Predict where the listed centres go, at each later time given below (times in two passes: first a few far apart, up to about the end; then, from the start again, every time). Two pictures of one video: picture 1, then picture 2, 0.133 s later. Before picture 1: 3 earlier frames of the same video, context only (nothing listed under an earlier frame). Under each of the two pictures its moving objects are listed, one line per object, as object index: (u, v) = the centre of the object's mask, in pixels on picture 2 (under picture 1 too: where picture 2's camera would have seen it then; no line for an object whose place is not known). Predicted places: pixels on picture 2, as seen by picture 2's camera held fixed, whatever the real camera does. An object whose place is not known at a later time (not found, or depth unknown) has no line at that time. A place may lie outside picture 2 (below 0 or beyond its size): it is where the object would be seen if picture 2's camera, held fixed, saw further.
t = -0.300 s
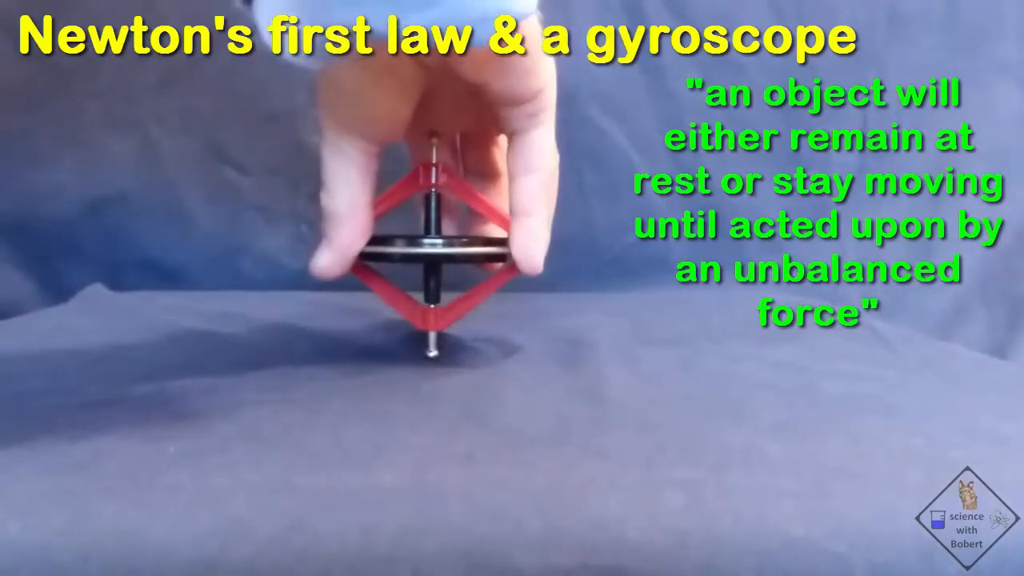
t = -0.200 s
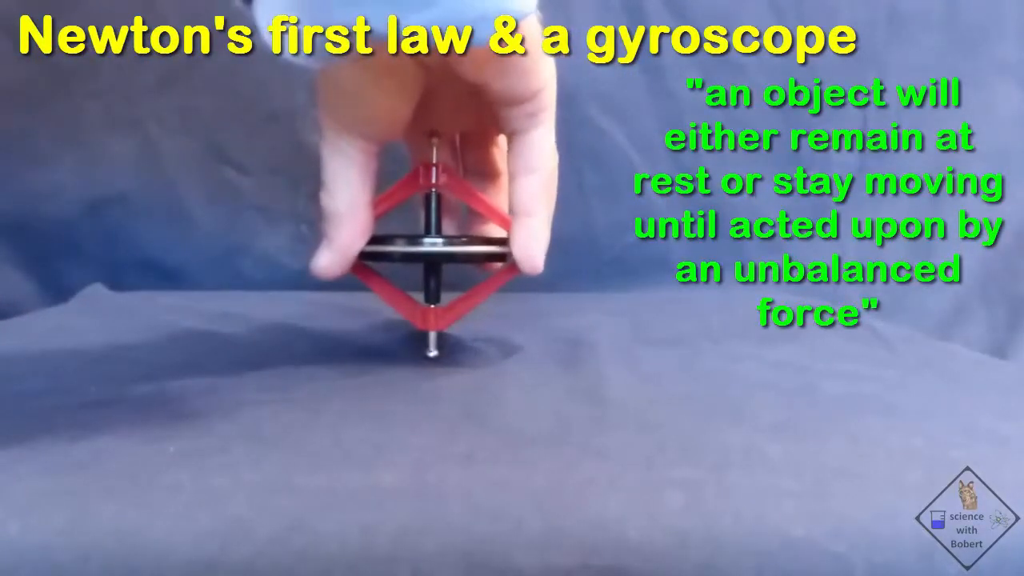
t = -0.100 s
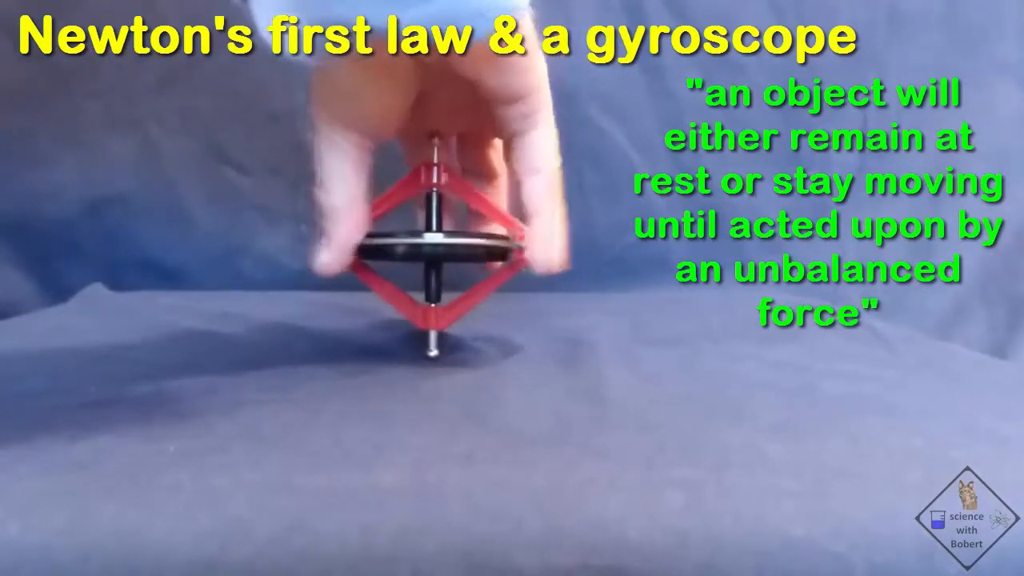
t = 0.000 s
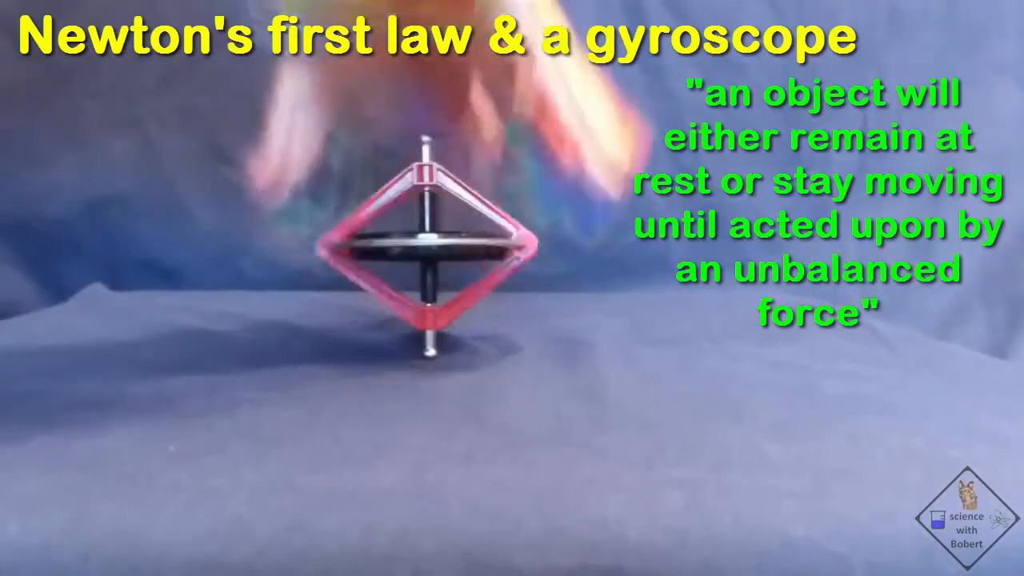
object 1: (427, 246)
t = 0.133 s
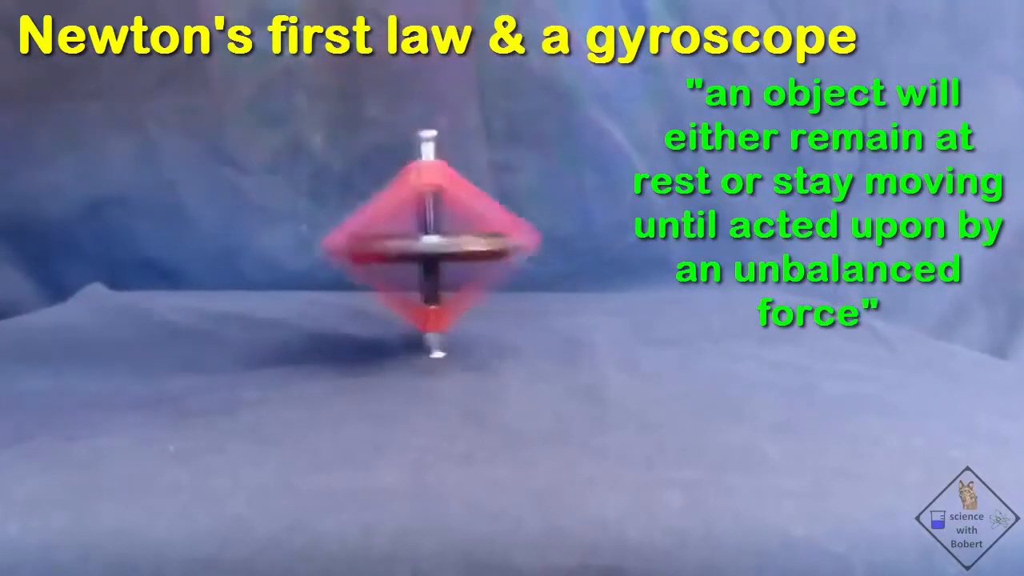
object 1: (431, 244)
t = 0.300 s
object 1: (460, 246)
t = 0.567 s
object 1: (499, 246)
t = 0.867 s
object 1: (516, 246)
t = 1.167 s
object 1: (526, 245)
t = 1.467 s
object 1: (515, 244)
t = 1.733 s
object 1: (498, 243)
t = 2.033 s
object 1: (469, 241)
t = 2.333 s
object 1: (435, 241)
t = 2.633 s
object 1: (407, 242)
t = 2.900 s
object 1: (387, 243)
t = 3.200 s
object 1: (375, 244)
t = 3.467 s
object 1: (379, 247)
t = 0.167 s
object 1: (439, 246)
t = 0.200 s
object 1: (441, 247)
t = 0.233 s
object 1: (446, 246)
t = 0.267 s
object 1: (454, 246)
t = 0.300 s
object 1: (460, 246)
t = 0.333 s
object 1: (466, 247)
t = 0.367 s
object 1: (472, 246)
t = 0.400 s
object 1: (478, 247)
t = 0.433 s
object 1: (483, 247)
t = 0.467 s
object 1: (488, 247)
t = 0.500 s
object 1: (492, 246)
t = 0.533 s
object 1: (496, 247)
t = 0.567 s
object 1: (499, 246)
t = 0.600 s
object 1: (502, 246)
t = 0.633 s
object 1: (506, 247)
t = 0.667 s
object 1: (509, 246)
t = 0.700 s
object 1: (511, 246)
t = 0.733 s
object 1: (513, 246)
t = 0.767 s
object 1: (514, 246)
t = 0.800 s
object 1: (515, 246)
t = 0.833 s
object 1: (515, 246)
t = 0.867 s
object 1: (516, 246)
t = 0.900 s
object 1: (516, 246)
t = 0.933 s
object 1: (517, 246)
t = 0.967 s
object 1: (518, 246)
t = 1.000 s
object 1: (519, 245)
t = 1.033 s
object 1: (521, 245)
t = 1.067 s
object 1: (523, 245)
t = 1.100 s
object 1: (525, 245)
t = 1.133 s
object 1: (526, 245)
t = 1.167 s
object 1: (526, 245)
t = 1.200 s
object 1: (525, 245)
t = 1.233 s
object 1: (524, 244)
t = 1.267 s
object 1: (523, 244)
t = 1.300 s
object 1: (521, 244)
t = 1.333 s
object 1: (521, 244)
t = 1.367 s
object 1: (521, 244)
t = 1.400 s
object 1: (520, 244)
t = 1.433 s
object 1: (518, 244)
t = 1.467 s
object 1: (515, 244)
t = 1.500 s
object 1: (513, 244)
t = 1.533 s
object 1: (511, 244)
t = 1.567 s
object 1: (510, 244)
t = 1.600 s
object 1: (509, 243)
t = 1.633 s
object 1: (506, 243)
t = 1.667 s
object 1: (503, 243)
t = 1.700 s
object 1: (500, 243)
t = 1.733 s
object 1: (498, 243)
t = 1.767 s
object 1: (497, 243)
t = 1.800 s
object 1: (495, 242)
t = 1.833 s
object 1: (490, 242)
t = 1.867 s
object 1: (487, 242)
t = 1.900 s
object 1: (485, 242)
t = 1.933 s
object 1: (482, 241)
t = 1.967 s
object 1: (477, 241)
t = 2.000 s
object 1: (473, 241)
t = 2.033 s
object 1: (469, 241)
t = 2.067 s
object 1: (466, 241)
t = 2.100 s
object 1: (462, 241)
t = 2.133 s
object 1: (457, 241)
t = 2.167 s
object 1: (453, 242)
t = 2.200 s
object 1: (449, 241)
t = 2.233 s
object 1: (446, 241)
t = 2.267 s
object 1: (441, 241)
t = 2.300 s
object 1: (438, 242)
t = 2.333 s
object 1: (435, 241)
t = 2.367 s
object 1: (432, 242)
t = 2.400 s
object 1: (428, 242)
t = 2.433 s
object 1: (424, 242)
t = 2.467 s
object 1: (422, 242)
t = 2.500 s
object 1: (419, 242)
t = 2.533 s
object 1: (415, 242)
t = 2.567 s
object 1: (413, 242)
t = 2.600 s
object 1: (410, 242)
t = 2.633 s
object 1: (407, 242)
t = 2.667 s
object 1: (404, 242)
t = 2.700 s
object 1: (401, 243)
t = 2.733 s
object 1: (399, 243)
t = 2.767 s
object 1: (396, 243)
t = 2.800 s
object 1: (394, 243)
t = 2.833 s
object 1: (392, 243)
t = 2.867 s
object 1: (390, 243)
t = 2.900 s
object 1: (387, 243)
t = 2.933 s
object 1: (385, 243)
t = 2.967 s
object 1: (383, 243)
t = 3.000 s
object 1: (382, 243)
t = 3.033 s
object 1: (380, 244)
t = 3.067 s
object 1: (379, 244)
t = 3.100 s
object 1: (377, 243)
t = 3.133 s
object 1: (376, 244)
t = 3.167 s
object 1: (375, 244)
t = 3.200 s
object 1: (375, 244)
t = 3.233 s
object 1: (374, 244)
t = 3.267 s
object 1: (374, 244)
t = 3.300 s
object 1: (374, 245)
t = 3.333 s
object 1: (374, 245)
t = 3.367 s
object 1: (374, 245)
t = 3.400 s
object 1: (374, 245)
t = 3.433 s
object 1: (376, 245)
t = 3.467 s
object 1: (379, 247)
